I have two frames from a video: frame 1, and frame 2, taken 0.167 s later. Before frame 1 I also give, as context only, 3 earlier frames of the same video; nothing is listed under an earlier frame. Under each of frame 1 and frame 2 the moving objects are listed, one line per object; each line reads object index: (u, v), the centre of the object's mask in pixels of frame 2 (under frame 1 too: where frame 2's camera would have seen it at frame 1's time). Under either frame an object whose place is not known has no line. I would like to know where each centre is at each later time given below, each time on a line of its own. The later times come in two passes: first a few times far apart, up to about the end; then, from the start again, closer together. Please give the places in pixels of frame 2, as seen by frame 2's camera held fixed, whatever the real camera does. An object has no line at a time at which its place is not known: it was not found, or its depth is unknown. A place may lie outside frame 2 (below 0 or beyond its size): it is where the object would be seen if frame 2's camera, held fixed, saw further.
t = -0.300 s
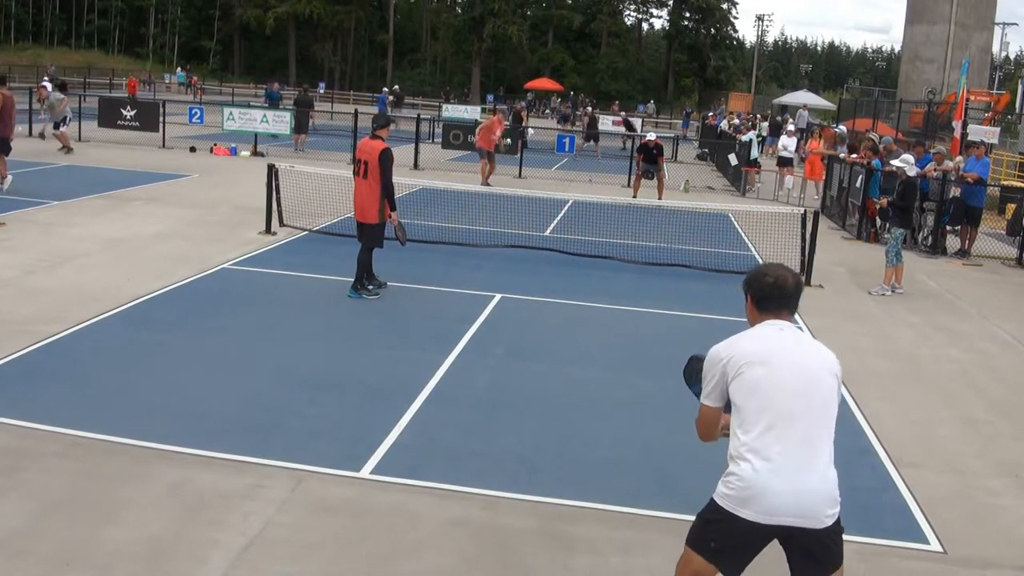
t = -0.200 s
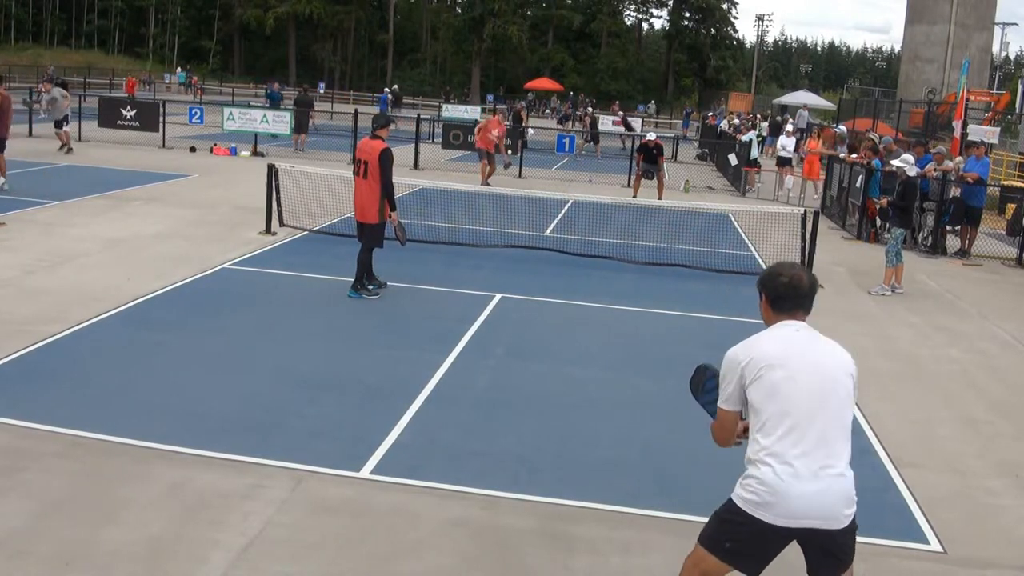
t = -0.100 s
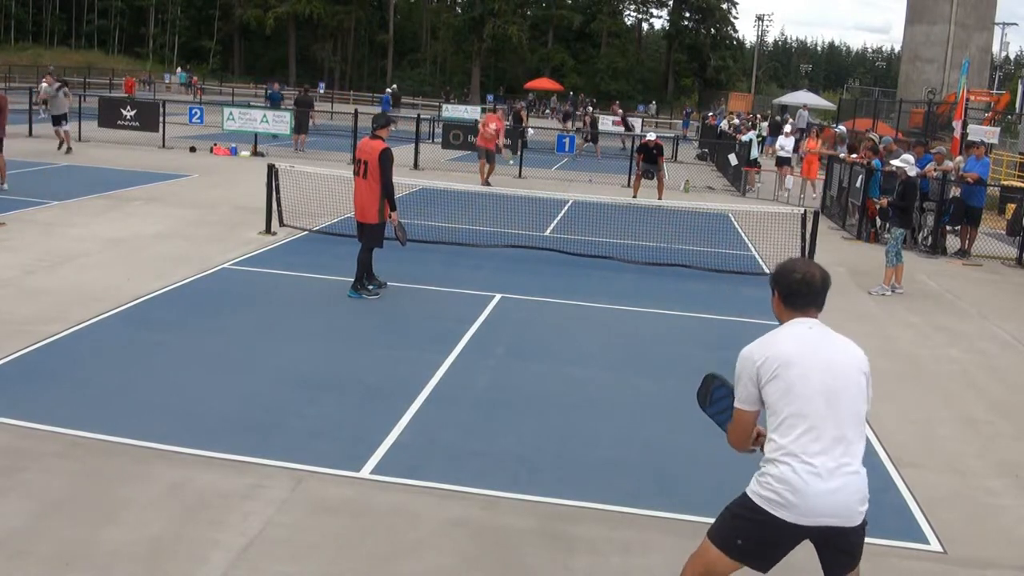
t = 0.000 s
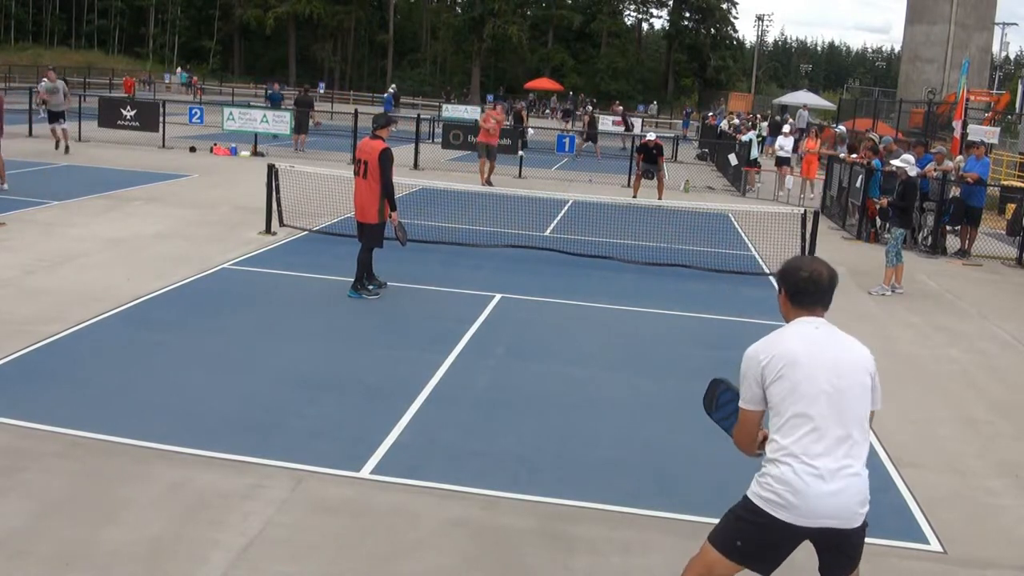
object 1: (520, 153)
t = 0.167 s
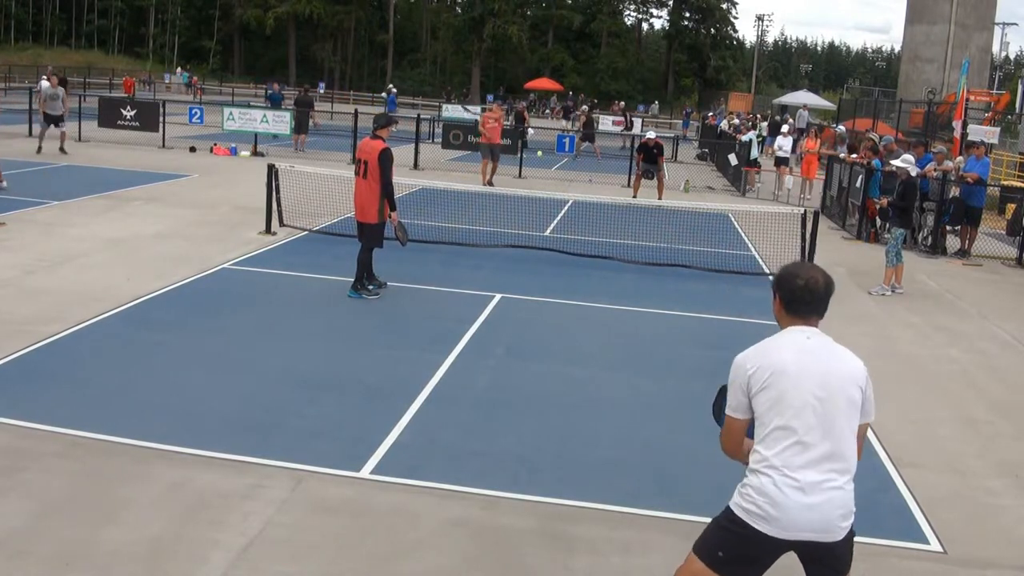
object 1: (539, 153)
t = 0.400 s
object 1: (576, 204)
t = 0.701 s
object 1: (644, 322)
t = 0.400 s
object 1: (576, 204)
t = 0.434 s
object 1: (582, 217)
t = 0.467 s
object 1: (590, 233)
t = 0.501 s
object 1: (596, 252)
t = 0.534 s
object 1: (604, 272)
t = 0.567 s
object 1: (612, 295)
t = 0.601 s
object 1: (620, 321)
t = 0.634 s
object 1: (627, 329)
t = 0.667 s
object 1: (635, 325)
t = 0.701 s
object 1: (644, 322)
